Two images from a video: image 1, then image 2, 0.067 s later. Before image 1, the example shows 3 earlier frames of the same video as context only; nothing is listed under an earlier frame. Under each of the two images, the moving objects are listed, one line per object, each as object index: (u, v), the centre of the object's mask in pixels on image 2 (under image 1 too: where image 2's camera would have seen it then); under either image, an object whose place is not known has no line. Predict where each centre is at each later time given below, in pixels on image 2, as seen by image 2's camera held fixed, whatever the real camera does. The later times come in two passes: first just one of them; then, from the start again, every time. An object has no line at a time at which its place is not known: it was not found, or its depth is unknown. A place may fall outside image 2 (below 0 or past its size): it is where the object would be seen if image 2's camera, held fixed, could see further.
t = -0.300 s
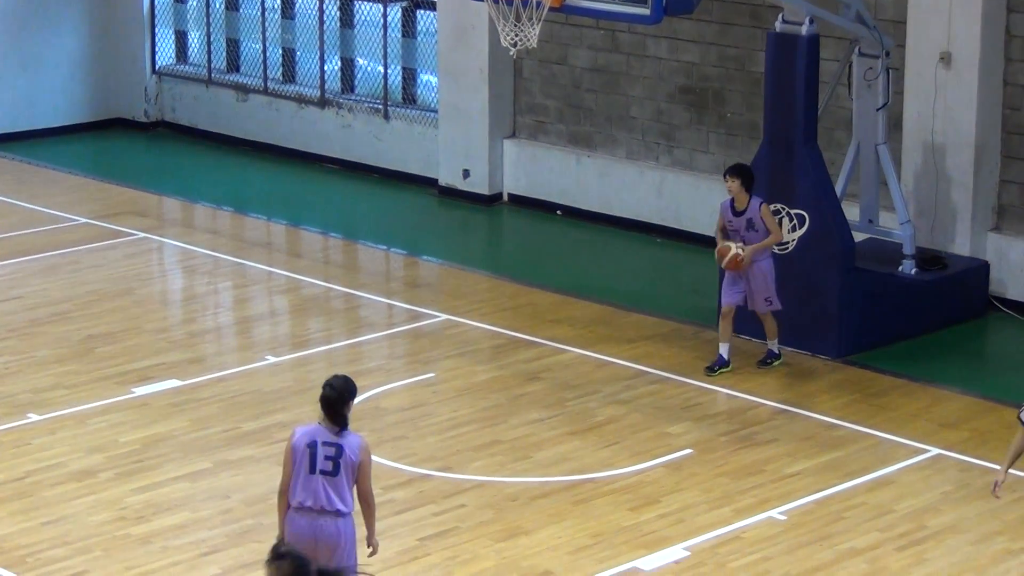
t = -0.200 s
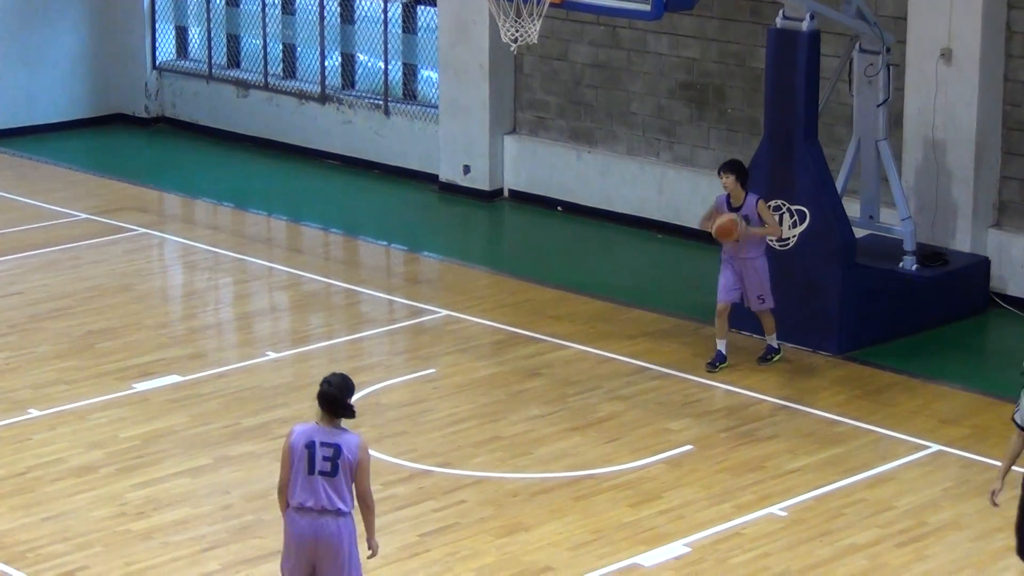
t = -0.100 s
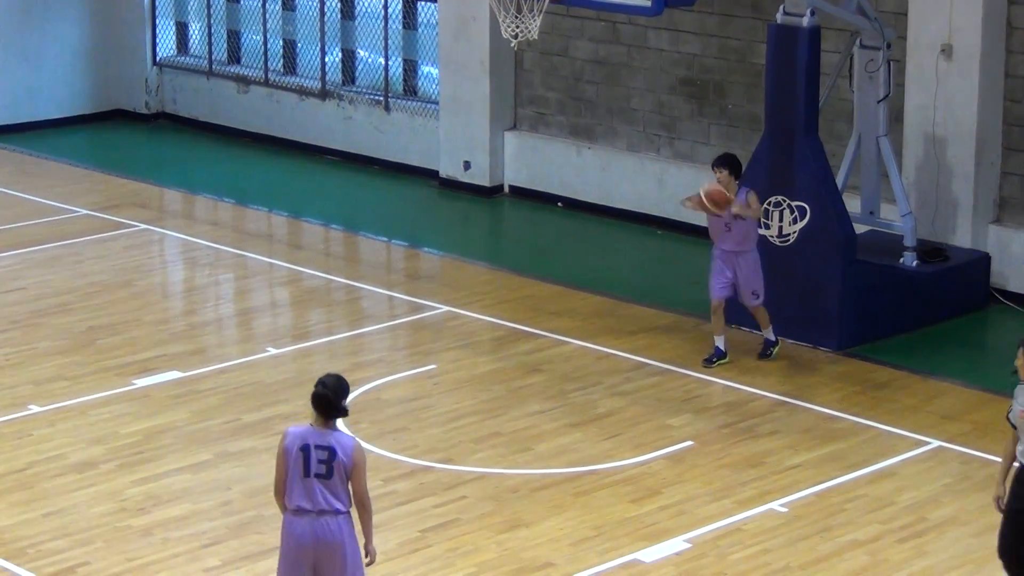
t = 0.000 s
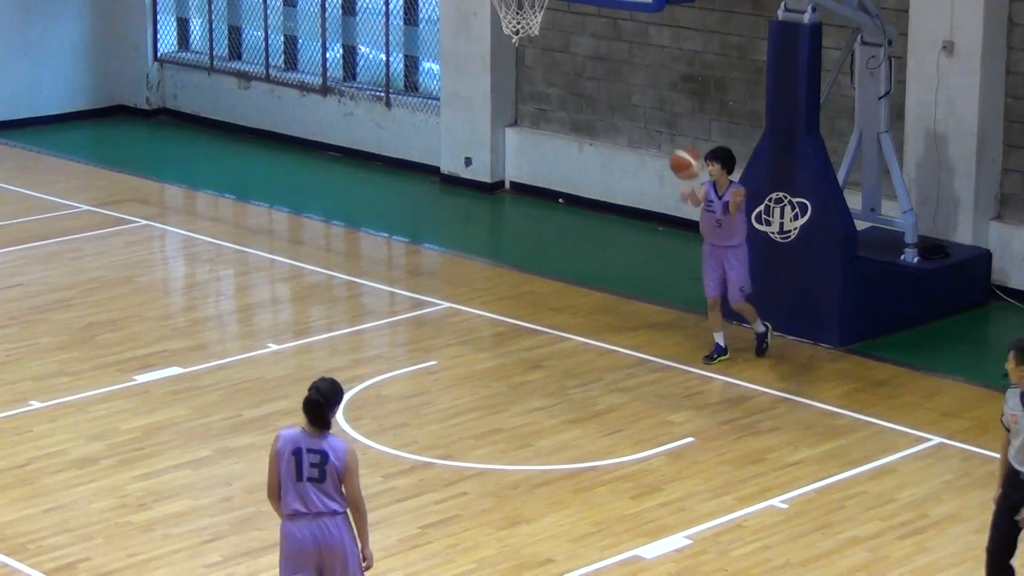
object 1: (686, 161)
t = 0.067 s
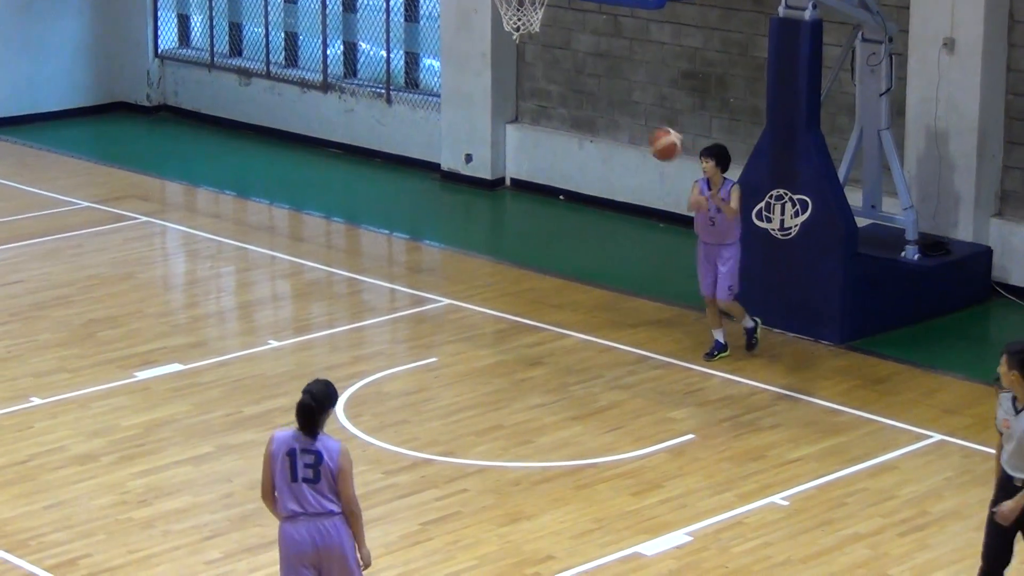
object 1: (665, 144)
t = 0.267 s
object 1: (596, 129)
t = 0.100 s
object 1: (655, 138)
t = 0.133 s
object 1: (644, 133)
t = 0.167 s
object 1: (632, 129)
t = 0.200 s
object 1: (620, 127)
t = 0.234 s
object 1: (608, 127)
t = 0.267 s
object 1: (596, 129)
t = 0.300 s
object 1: (582, 132)
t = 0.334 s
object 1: (569, 136)
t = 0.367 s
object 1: (555, 144)
